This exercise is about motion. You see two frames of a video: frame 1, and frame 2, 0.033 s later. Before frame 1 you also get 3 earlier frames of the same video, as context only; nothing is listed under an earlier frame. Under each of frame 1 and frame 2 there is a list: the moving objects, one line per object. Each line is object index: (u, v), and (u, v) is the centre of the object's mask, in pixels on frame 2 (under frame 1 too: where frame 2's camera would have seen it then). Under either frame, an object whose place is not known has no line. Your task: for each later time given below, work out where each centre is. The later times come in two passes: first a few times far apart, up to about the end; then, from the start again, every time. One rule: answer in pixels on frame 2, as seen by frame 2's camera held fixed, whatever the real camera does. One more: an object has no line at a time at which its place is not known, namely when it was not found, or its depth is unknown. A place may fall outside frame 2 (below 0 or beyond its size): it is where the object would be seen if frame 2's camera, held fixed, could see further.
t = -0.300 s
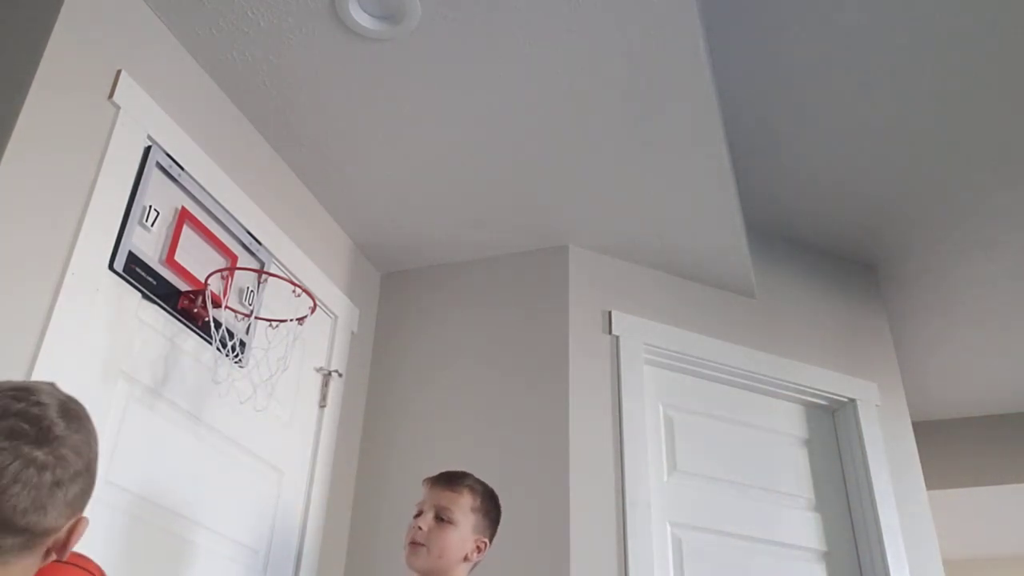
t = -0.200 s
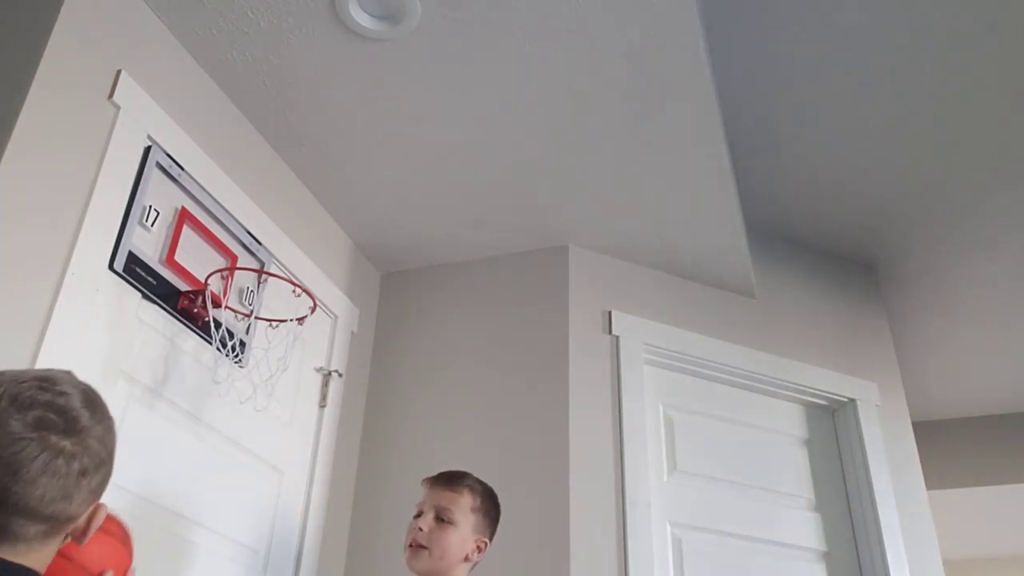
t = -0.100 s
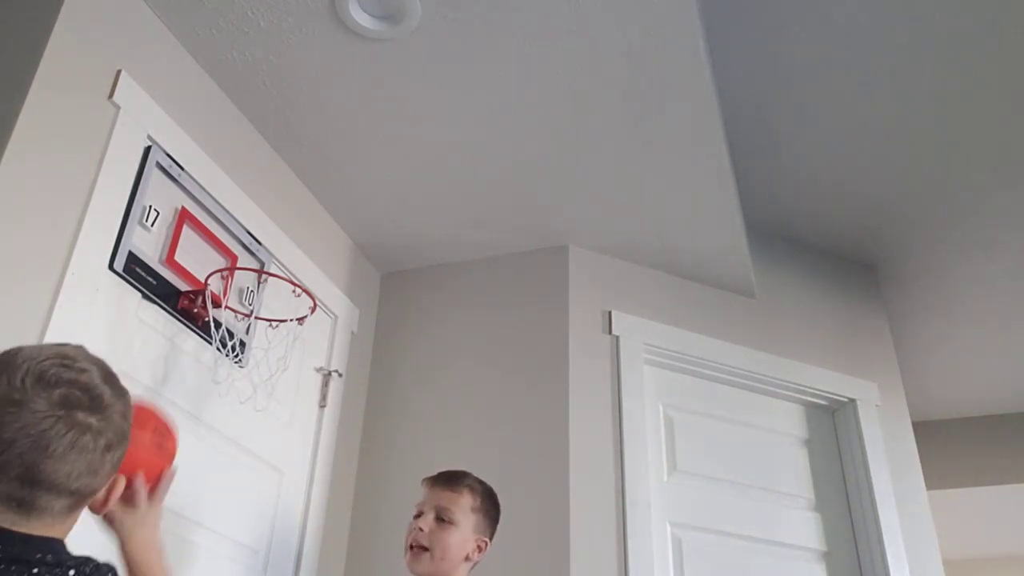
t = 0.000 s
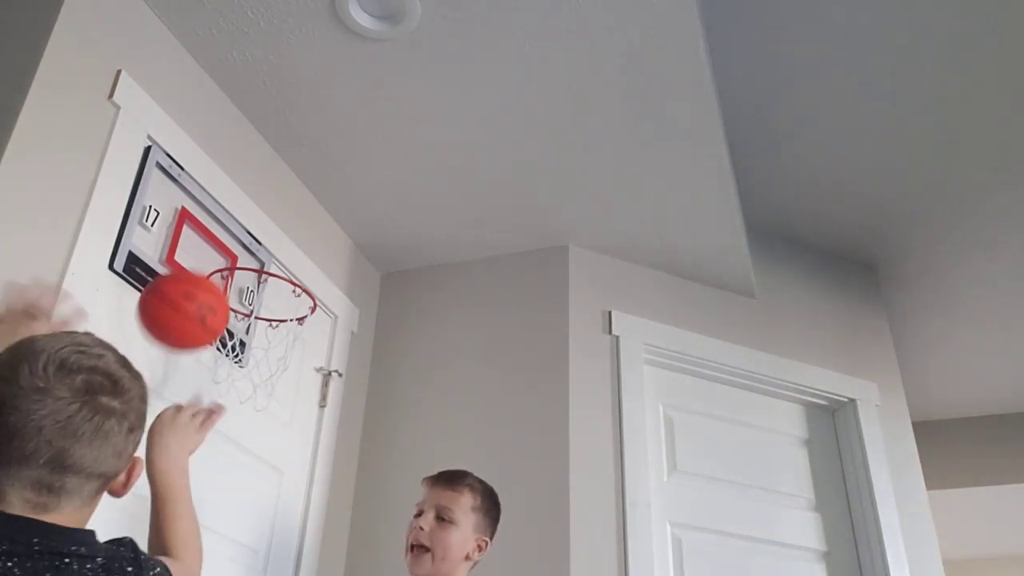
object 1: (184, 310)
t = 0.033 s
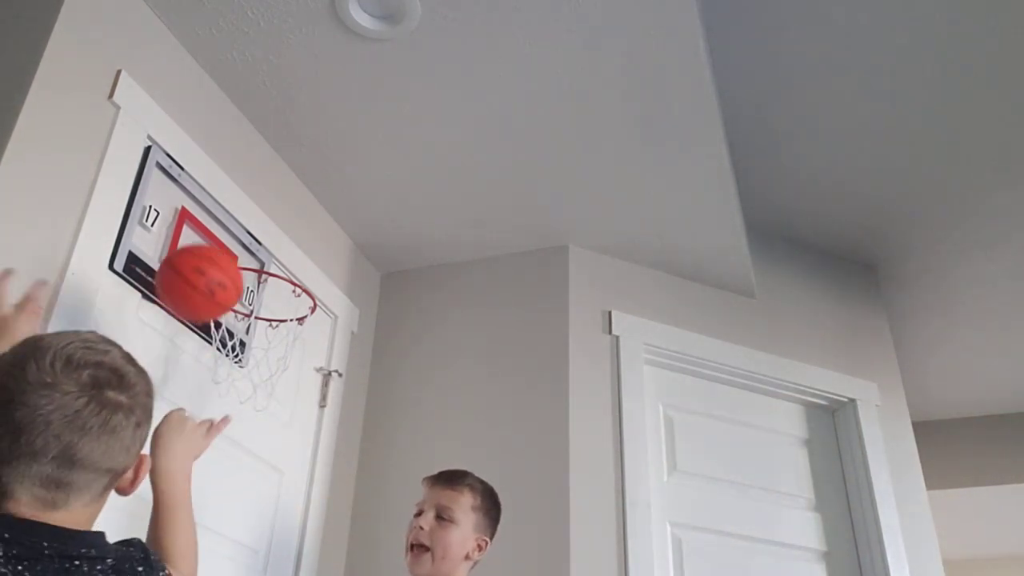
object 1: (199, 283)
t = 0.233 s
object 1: (251, 232)
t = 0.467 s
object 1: (270, 238)
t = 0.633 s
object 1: (273, 287)
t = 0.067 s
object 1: (213, 262)
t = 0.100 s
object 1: (224, 247)
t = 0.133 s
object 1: (233, 239)
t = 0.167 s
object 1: (240, 236)
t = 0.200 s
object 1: (246, 237)
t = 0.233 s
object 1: (251, 232)
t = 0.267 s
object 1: (255, 230)
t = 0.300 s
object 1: (257, 232)
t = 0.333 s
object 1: (259, 235)
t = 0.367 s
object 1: (262, 239)
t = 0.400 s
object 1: (264, 240)
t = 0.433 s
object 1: (267, 239)
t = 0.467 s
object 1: (270, 238)
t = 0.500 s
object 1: (272, 239)
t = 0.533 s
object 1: (274, 244)
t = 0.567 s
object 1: (275, 253)
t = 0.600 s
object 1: (275, 267)
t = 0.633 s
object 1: (273, 287)
